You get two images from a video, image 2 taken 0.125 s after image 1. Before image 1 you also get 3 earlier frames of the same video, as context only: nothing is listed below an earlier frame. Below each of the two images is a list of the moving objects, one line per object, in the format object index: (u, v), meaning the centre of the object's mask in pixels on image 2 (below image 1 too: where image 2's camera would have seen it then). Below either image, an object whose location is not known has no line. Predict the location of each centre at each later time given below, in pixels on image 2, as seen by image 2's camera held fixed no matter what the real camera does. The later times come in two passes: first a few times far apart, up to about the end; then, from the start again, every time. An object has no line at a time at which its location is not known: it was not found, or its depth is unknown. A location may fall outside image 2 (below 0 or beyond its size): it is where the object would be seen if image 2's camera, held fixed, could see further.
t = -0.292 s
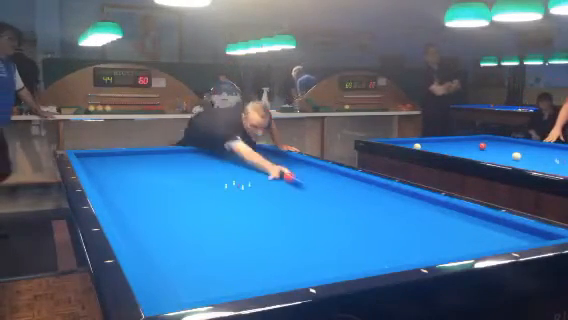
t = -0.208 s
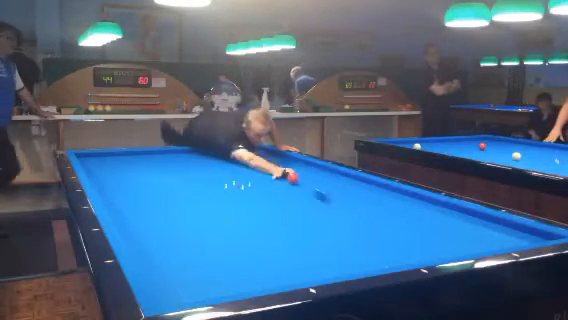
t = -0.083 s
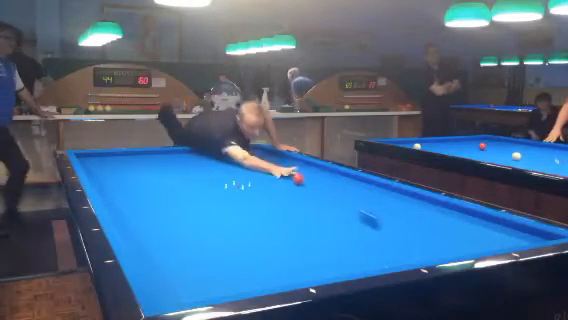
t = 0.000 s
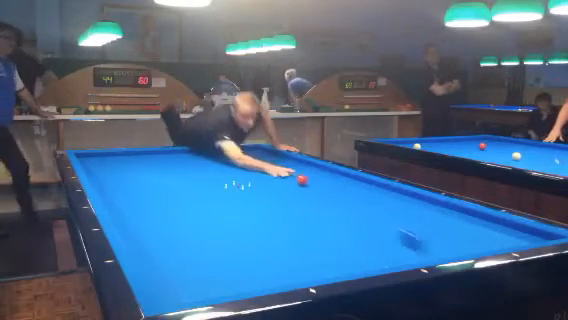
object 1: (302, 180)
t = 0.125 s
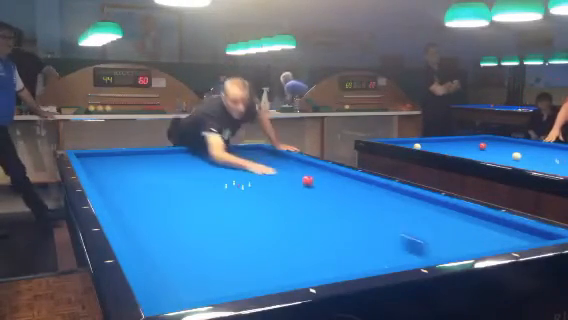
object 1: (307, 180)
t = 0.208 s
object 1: (311, 181)
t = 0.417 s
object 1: (320, 183)
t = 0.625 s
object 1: (329, 184)
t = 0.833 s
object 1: (338, 186)
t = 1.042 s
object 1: (347, 188)
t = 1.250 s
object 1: (356, 189)
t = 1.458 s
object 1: (364, 191)
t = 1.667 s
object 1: (373, 193)
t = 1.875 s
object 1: (382, 194)
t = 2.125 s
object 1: (391, 196)
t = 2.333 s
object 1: (400, 198)
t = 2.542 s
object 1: (408, 199)
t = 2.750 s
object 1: (416, 200)
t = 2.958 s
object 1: (424, 202)
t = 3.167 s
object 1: (432, 203)
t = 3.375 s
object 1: (439, 205)
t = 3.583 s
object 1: (446, 206)
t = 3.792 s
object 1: (453, 207)
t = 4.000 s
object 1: (459, 209)
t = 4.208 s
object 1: (464, 210)
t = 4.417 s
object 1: (467, 211)
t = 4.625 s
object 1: (469, 212)
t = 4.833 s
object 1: (472, 213)
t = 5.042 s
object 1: (474, 214)
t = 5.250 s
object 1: (475, 215)
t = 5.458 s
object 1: (477, 216)
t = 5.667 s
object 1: (478, 217)
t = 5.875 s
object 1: (479, 217)
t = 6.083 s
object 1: (480, 217)
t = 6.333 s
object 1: (480, 218)
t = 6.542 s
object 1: (480, 218)
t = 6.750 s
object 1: (480, 218)
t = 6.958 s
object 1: (480, 218)
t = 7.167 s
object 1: (480, 218)
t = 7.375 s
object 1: (480, 218)
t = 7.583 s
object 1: (480, 218)
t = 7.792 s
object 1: (480, 218)
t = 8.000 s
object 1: (480, 218)
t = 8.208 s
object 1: (480, 218)
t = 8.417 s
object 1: (480, 218)
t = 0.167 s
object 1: (309, 181)
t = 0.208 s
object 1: (311, 181)
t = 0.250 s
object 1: (313, 182)
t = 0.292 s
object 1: (314, 182)
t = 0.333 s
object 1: (317, 183)
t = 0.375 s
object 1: (318, 183)
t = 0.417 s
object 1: (320, 183)
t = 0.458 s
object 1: (322, 184)
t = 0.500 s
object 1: (324, 184)
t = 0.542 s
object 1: (325, 184)
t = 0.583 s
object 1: (327, 184)
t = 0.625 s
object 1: (329, 184)
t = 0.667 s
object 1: (331, 185)
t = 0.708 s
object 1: (332, 185)
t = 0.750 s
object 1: (334, 186)
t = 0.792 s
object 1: (336, 186)
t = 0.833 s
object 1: (338, 186)
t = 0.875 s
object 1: (340, 187)
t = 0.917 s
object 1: (341, 187)
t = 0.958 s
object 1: (343, 187)
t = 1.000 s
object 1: (345, 188)
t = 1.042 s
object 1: (347, 188)
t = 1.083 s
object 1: (349, 188)
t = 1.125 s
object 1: (350, 188)
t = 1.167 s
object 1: (352, 189)
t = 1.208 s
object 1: (354, 189)
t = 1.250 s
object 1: (356, 189)
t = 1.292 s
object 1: (357, 190)
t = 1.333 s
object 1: (359, 190)
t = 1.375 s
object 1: (361, 190)
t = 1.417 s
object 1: (363, 191)
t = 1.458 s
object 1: (364, 191)
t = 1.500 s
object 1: (366, 191)
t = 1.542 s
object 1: (368, 192)
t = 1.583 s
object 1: (369, 192)
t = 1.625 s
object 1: (371, 192)
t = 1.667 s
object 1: (373, 193)
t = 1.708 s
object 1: (375, 193)
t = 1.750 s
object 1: (376, 194)
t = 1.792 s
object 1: (378, 194)
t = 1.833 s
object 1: (380, 194)
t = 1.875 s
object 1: (382, 194)
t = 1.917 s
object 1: (383, 194)
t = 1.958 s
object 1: (385, 195)
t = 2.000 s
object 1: (387, 196)
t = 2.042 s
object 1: (388, 196)
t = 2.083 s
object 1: (390, 196)
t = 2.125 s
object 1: (391, 196)
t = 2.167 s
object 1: (393, 196)
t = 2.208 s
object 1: (395, 197)
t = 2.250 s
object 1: (397, 197)
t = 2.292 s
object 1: (398, 198)
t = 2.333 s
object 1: (400, 198)
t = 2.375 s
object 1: (401, 198)
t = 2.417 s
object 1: (404, 199)
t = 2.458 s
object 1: (405, 199)
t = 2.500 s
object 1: (407, 199)
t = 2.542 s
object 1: (408, 199)
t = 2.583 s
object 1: (410, 199)
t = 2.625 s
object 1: (411, 200)
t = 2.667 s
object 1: (413, 200)
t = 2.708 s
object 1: (415, 200)
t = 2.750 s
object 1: (416, 200)
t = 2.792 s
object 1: (418, 201)
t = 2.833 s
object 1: (419, 201)
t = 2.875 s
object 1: (421, 201)
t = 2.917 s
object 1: (423, 202)
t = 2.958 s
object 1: (424, 202)
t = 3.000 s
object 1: (426, 202)
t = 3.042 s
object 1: (427, 202)
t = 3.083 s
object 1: (429, 203)
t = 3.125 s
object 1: (430, 203)
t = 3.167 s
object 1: (432, 203)
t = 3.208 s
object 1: (433, 204)
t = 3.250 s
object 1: (435, 204)
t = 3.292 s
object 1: (435, 204)
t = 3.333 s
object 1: (437, 204)
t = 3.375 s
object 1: (439, 205)
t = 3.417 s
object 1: (441, 205)
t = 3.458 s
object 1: (442, 205)
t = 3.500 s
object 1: (443, 206)
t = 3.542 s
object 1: (445, 206)
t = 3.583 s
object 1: (446, 206)
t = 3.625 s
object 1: (447, 207)
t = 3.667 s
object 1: (449, 207)
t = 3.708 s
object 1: (450, 206)
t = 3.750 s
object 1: (451, 207)
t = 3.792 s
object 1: (453, 207)
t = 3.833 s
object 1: (454, 208)
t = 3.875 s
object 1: (455, 208)
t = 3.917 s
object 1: (457, 208)
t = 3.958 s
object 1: (458, 208)
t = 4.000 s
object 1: (459, 209)
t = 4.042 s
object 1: (461, 209)
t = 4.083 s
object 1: (461, 209)
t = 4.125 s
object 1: (463, 209)
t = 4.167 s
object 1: (464, 210)
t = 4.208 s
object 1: (464, 210)
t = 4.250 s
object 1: (465, 210)
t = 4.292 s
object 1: (465, 210)
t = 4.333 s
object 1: (466, 210)
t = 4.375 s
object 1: (466, 210)
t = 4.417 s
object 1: (467, 211)
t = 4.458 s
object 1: (467, 211)
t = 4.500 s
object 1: (468, 211)
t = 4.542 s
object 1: (469, 212)
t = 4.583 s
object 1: (469, 212)
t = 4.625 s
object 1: (469, 212)
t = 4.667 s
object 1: (470, 212)
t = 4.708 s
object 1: (470, 212)
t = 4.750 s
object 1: (471, 212)
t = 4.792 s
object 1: (471, 212)
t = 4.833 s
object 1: (472, 213)
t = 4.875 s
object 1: (472, 213)
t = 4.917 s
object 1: (472, 213)
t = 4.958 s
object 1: (473, 214)
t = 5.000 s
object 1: (473, 214)
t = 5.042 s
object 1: (474, 214)
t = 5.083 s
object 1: (474, 214)
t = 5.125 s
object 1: (474, 214)
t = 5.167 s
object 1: (474, 214)
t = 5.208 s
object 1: (475, 215)
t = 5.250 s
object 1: (475, 215)
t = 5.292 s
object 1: (475, 215)
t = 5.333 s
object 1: (475, 215)
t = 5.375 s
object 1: (476, 215)
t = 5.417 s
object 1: (477, 216)
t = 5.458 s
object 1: (477, 216)
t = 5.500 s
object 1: (477, 216)
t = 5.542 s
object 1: (477, 216)
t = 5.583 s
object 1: (478, 216)
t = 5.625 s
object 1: (478, 217)
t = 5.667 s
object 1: (478, 217)
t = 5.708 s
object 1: (478, 217)
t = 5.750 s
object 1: (478, 217)
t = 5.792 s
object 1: (478, 217)
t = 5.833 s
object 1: (479, 217)
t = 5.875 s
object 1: (479, 217)
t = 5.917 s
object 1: (479, 217)
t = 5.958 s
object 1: (479, 217)
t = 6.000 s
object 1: (480, 217)
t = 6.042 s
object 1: (480, 217)
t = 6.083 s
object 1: (480, 217)
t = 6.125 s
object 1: (480, 217)
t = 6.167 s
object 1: (480, 218)
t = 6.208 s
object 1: (480, 218)
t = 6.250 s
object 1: (480, 218)
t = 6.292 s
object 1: (480, 218)
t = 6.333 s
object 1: (480, 218)
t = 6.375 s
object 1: (480, 217)
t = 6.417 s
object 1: (480, 217)
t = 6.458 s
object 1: (480, 217)
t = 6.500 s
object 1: (480, 218)
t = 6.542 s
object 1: (480, 218)
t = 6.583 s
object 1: (480, 218)
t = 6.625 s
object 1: (480, 218)
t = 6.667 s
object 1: (480, 218)
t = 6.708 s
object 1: (480, 218)
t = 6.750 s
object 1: (480, 218)
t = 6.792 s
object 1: (480, 218)
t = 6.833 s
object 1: (480, 218)
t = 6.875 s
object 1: (480, 218)
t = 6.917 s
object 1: (480, 218)
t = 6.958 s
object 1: (480, 218)
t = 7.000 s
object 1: (480, 218)
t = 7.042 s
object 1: (480, 218)
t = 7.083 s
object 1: (480, 218)
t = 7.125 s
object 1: (480, 218)
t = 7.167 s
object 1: (480, 218)
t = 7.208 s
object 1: (480, 218)
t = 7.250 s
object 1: (480, 218)
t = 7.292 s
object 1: (480, 218)
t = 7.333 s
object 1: (480, 218)
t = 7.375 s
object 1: (480, 218)
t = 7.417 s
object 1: (480, 218)
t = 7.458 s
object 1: (480, 218)
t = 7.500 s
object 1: (480, 218)
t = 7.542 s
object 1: (480, 218)
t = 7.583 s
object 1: (480, 218)
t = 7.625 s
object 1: (480, 218)
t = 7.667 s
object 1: (480, 218)
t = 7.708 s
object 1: (480, 218)
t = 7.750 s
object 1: (480, 218)
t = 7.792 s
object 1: (480, 218)
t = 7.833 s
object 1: (480, 218)
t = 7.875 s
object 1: (480, 218)
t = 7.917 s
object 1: (480, 218)
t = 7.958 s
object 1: (480, 218)
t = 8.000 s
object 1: (480, 218)
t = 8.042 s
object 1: (480, 218)
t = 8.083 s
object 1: (480, 218)
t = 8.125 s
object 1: (480, 218)
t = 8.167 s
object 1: (480, 218)
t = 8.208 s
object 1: (480, 218)
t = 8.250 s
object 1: (480, 218)
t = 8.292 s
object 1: (480, 218)
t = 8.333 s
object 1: (480, 218)
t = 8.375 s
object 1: (480, 218)
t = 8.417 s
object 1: (480, 218)
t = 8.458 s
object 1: (480, 218)
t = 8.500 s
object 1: (480, 218)
